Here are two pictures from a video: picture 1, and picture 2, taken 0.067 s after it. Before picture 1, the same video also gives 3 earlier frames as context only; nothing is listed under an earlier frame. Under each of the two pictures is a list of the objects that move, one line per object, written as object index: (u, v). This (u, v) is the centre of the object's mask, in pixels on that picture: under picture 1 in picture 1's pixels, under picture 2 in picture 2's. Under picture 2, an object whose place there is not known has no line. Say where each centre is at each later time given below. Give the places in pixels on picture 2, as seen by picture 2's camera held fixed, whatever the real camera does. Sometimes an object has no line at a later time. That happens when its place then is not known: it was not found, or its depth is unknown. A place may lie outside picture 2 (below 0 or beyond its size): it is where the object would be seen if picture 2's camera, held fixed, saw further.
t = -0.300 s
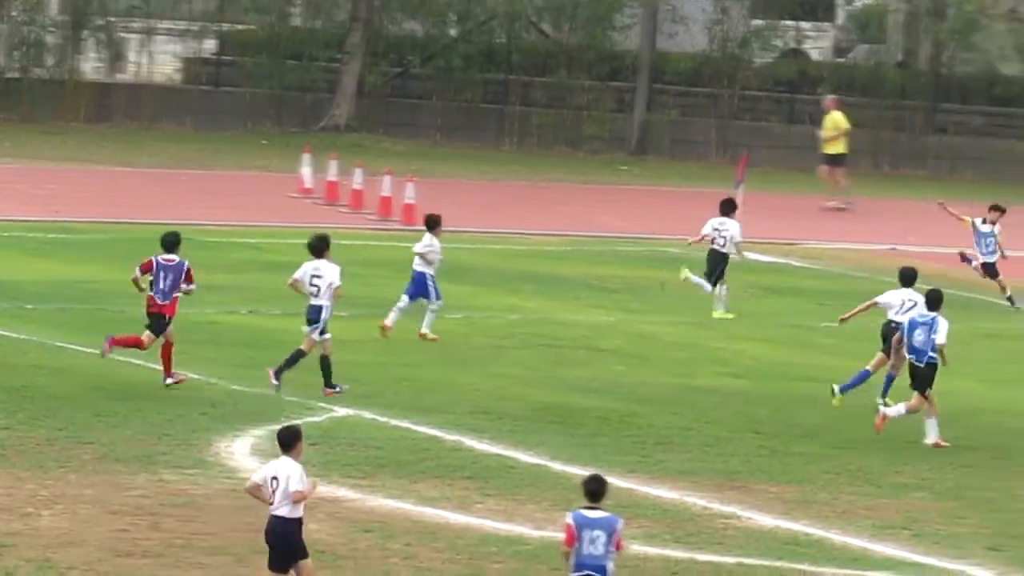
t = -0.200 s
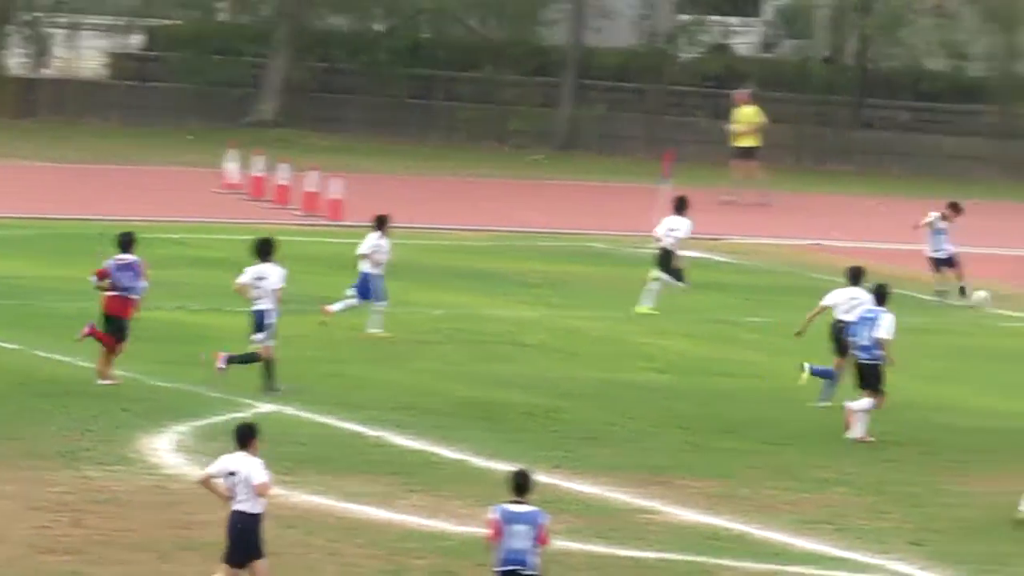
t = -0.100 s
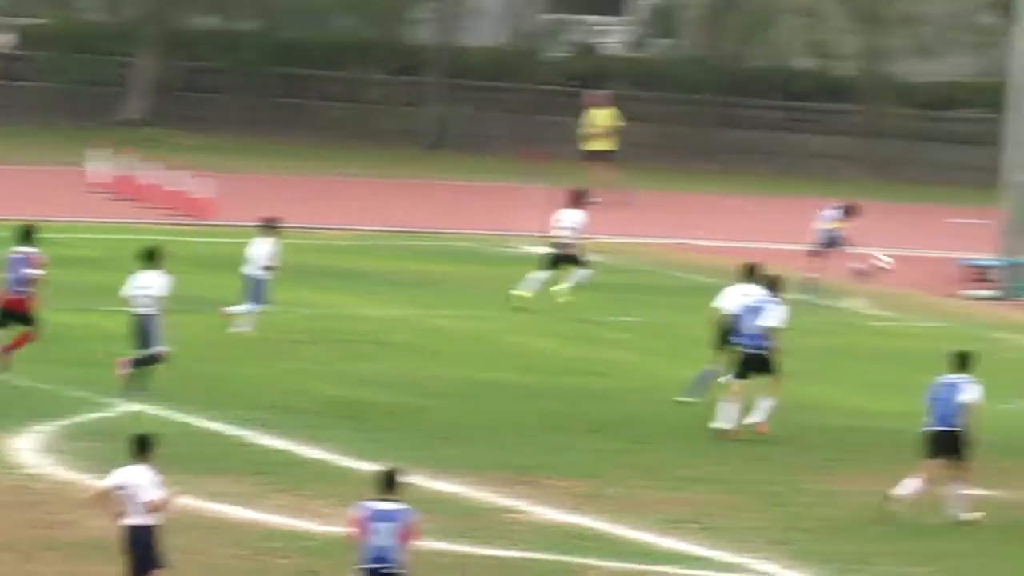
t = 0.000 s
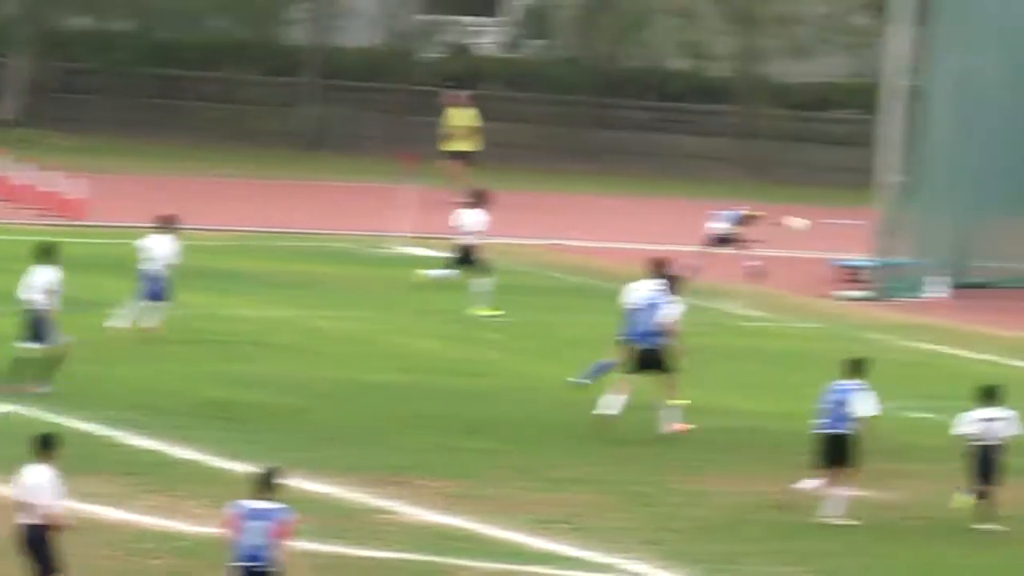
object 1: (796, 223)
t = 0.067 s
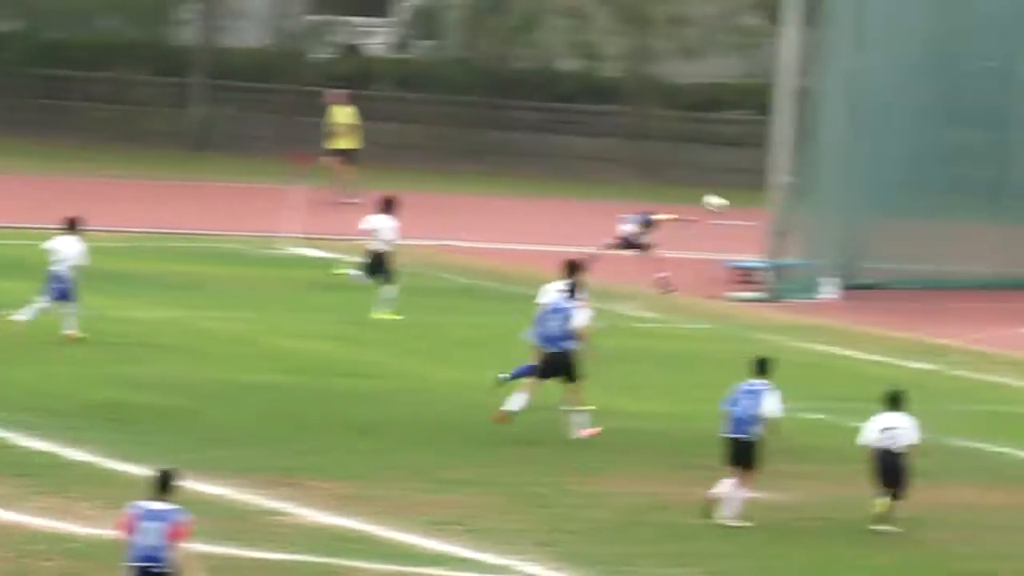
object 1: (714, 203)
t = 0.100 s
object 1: (726, 192)
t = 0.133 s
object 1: (737, 181)
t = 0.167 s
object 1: (748, 171)
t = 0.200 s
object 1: (760, 163)
